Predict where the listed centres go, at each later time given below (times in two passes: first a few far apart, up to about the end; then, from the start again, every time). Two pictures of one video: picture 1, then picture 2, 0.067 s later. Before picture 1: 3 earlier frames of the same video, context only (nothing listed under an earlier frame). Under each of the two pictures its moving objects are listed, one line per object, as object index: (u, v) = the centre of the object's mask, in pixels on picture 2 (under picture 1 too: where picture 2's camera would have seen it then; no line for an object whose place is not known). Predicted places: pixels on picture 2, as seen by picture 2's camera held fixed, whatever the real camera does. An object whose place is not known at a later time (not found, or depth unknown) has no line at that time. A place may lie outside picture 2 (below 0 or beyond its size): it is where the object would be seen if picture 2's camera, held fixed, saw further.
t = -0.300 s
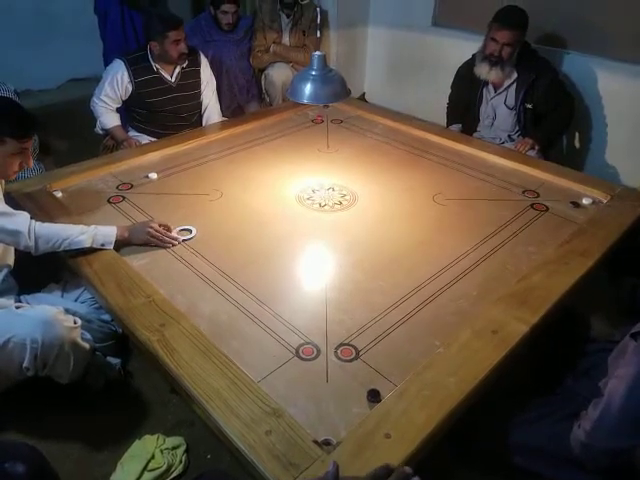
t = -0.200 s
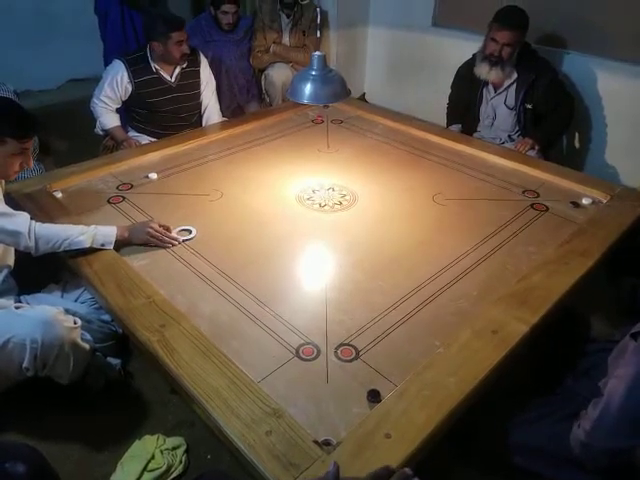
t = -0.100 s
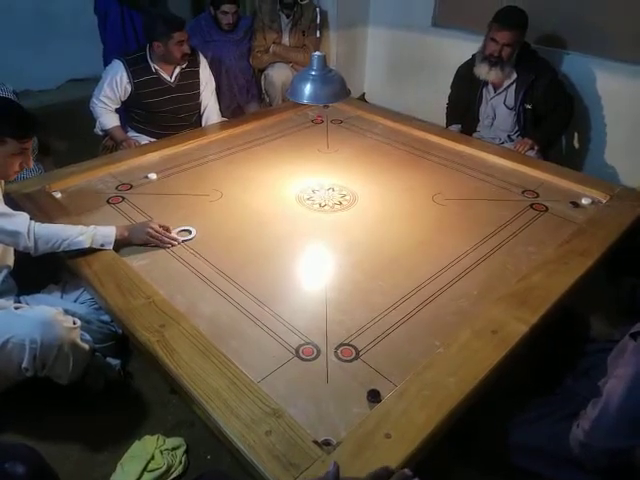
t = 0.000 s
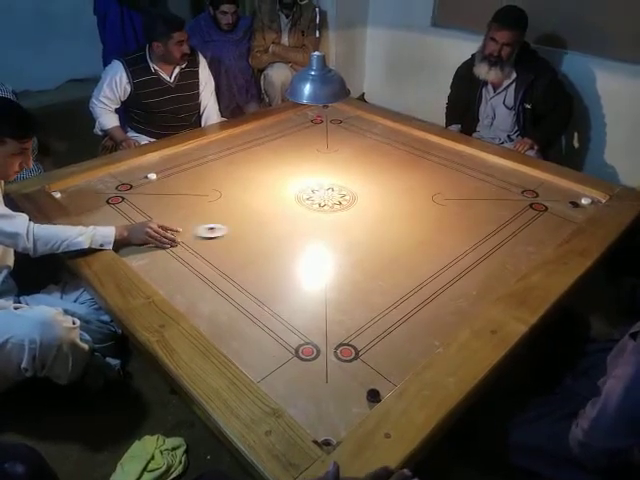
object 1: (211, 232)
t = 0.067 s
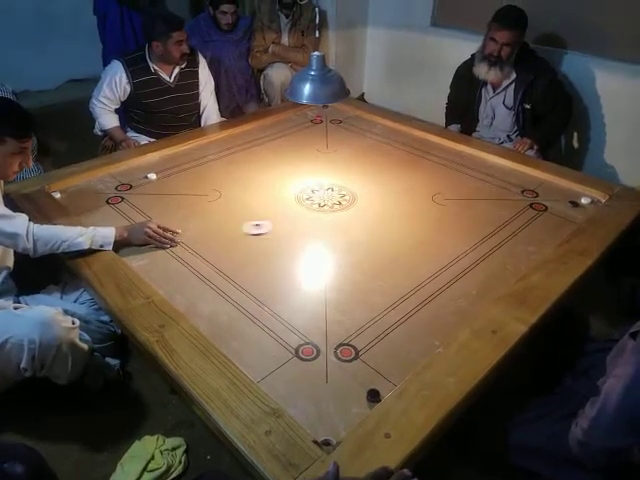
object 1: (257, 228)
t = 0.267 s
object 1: (379, 219)
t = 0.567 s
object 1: (523, 206)
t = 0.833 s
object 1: (573, 198)
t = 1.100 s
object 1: (568, 195)
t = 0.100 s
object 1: (278, 227)
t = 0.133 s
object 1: (302, 227)
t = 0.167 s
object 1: (323, 224)
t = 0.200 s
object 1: (341, 223)
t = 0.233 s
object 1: (361, 221)
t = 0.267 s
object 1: (379, 219)
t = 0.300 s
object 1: (396, 217)
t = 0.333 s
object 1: (414, 216)
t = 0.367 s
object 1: (431, 214)
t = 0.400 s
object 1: (448, 213)
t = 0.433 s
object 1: (463, 211)
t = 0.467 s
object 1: (479, 210)
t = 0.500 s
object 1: (495, 209)
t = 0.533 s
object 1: (509, 207)
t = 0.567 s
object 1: (523, 206)
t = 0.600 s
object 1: (537, 205)
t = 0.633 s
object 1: (550, 204)
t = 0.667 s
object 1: (560, 204)
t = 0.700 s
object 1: (567, 203)
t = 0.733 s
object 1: (574, 202)
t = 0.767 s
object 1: (574, 200)
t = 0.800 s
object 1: (574, 199)
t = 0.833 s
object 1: (573, 198)
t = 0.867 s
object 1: (571, 197)
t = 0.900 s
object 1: (570, 196)
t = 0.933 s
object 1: (569, 195)
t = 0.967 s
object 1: (568, 195)
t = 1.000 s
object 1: (568, 195)
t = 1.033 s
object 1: (568, 195)
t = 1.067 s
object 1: (568, 195)
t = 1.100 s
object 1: (568, 195)
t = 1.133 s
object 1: (568, 195)
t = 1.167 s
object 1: (568, 195)
